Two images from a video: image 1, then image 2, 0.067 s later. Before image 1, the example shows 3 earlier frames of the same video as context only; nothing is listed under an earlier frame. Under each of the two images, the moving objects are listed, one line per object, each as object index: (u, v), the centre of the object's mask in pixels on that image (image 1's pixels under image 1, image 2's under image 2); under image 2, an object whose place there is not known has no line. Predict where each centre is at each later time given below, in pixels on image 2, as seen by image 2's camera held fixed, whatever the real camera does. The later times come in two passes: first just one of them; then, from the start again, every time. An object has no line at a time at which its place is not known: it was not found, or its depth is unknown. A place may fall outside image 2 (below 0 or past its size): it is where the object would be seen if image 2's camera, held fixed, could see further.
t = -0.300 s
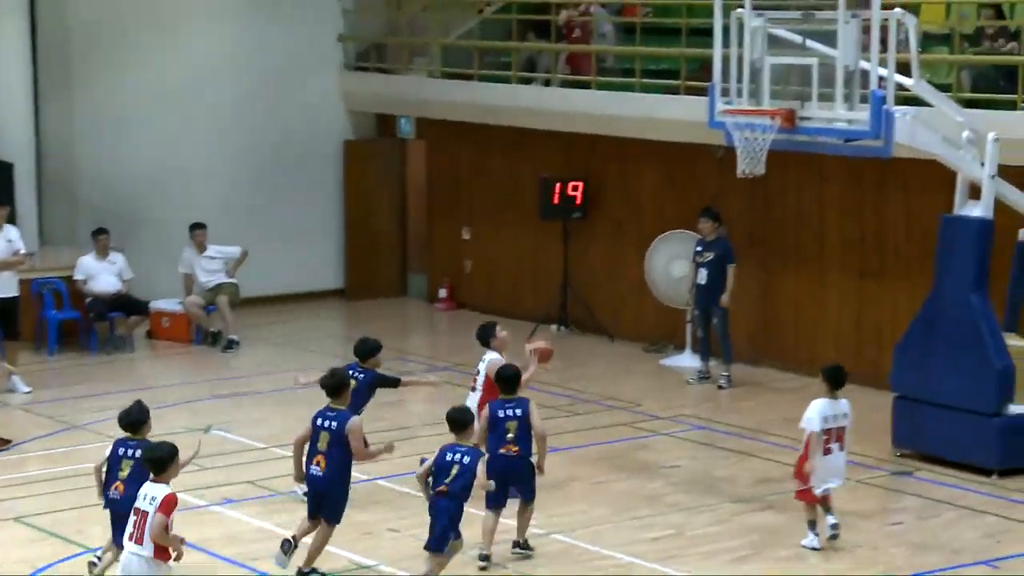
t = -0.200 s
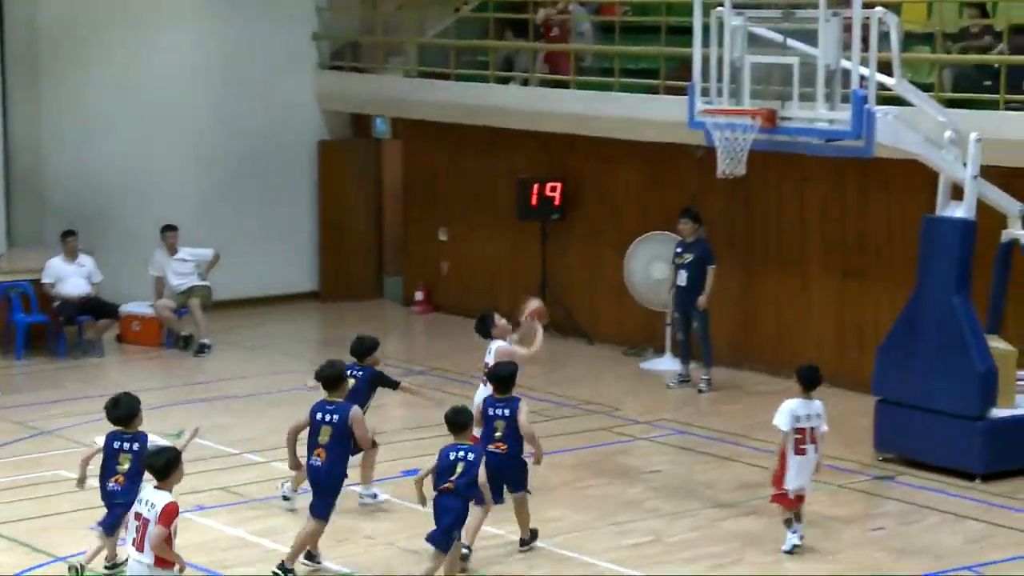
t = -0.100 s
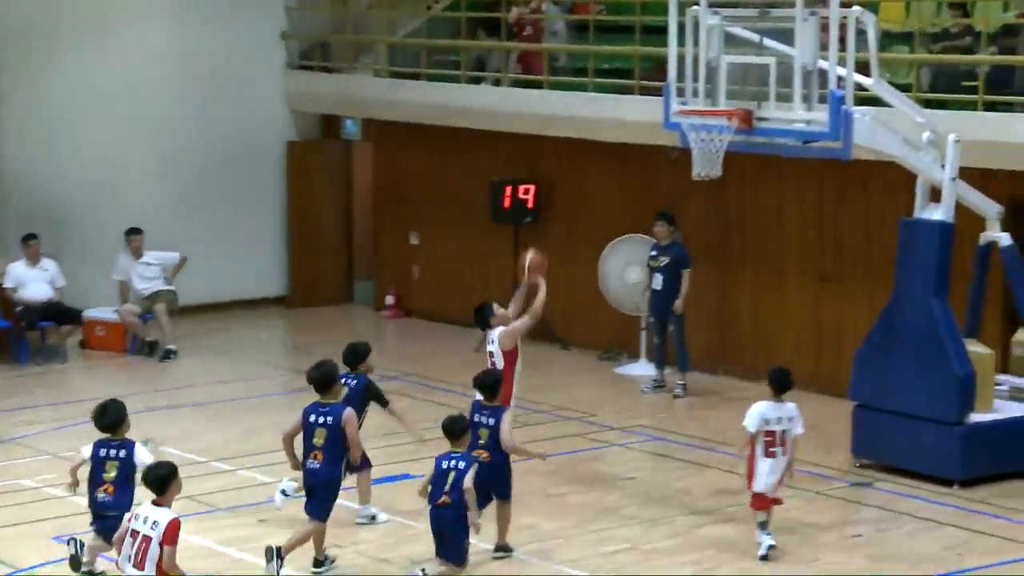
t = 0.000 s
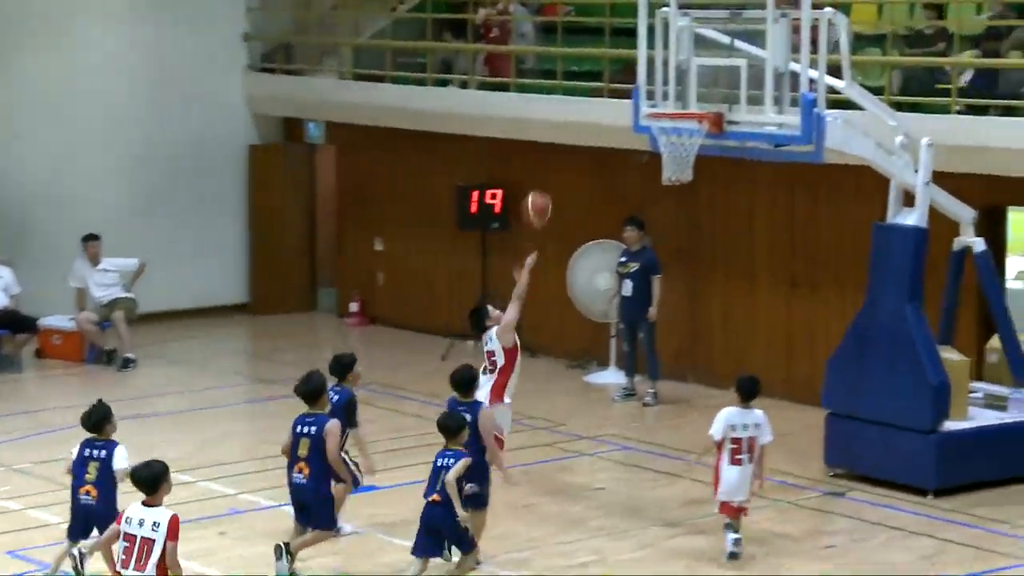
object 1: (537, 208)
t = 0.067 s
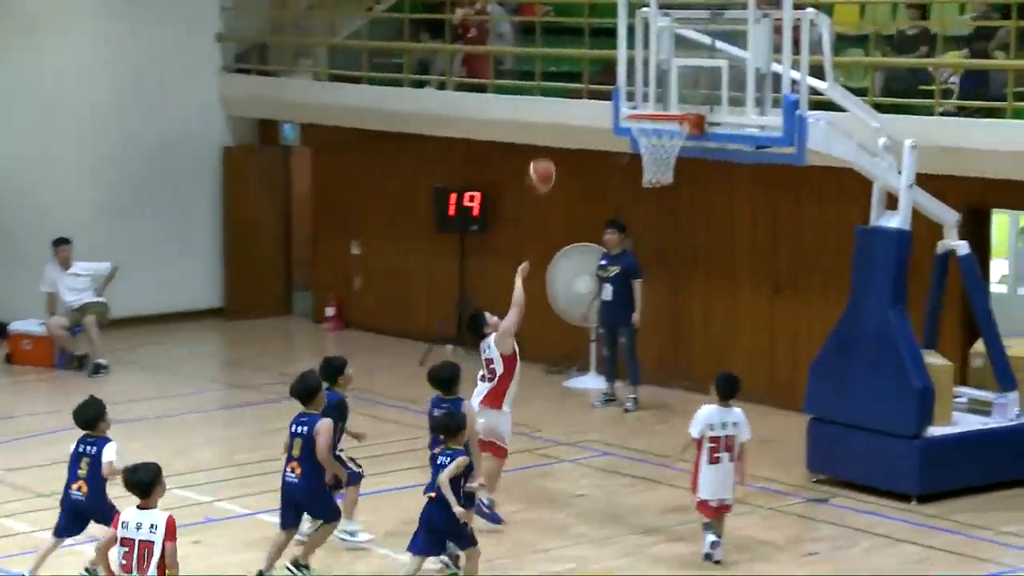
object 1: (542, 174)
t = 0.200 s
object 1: (591, 123)
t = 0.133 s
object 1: (566, 146)
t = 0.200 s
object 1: (591, 123)
